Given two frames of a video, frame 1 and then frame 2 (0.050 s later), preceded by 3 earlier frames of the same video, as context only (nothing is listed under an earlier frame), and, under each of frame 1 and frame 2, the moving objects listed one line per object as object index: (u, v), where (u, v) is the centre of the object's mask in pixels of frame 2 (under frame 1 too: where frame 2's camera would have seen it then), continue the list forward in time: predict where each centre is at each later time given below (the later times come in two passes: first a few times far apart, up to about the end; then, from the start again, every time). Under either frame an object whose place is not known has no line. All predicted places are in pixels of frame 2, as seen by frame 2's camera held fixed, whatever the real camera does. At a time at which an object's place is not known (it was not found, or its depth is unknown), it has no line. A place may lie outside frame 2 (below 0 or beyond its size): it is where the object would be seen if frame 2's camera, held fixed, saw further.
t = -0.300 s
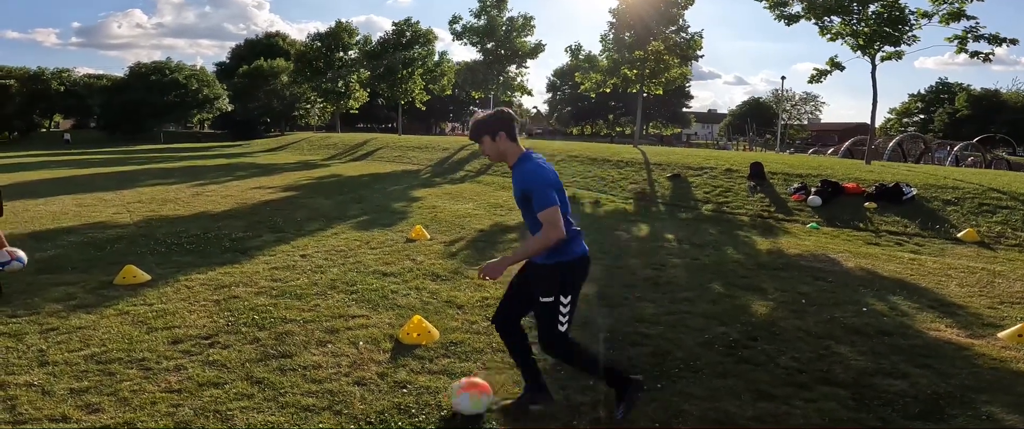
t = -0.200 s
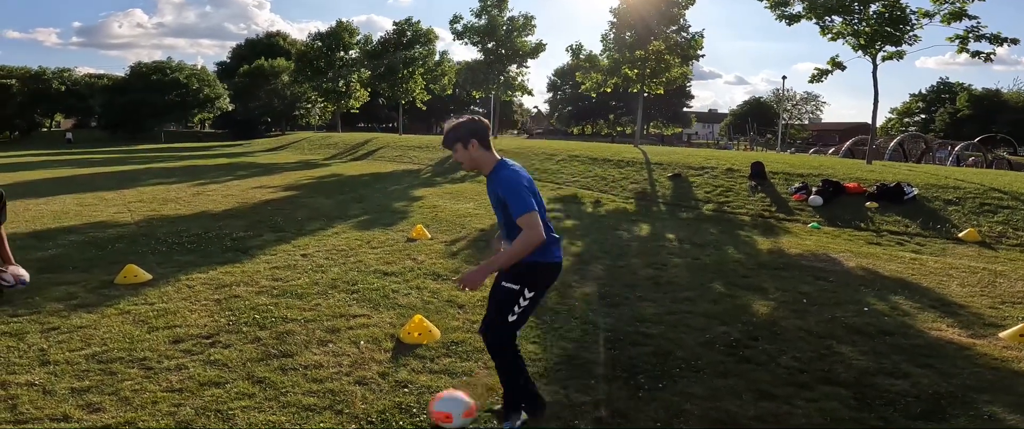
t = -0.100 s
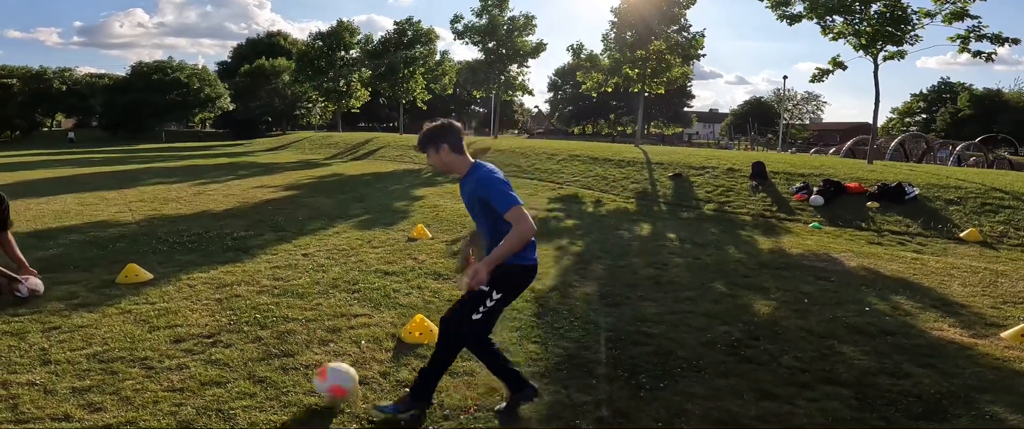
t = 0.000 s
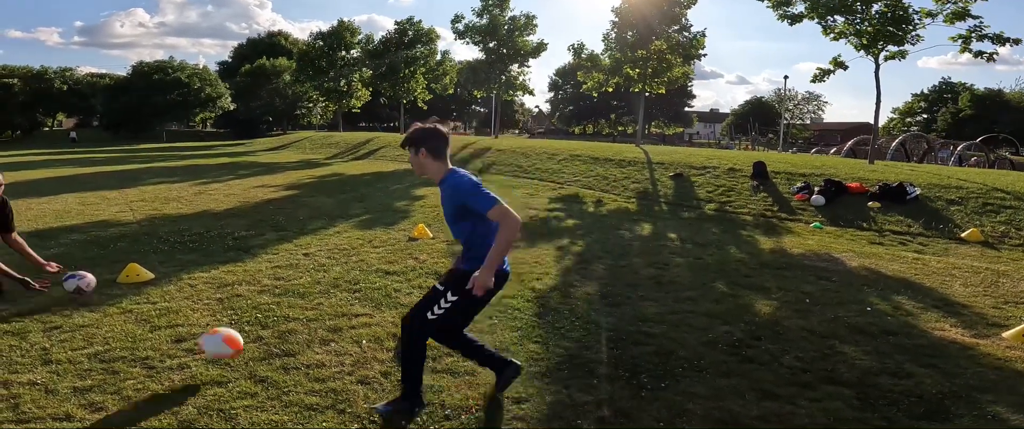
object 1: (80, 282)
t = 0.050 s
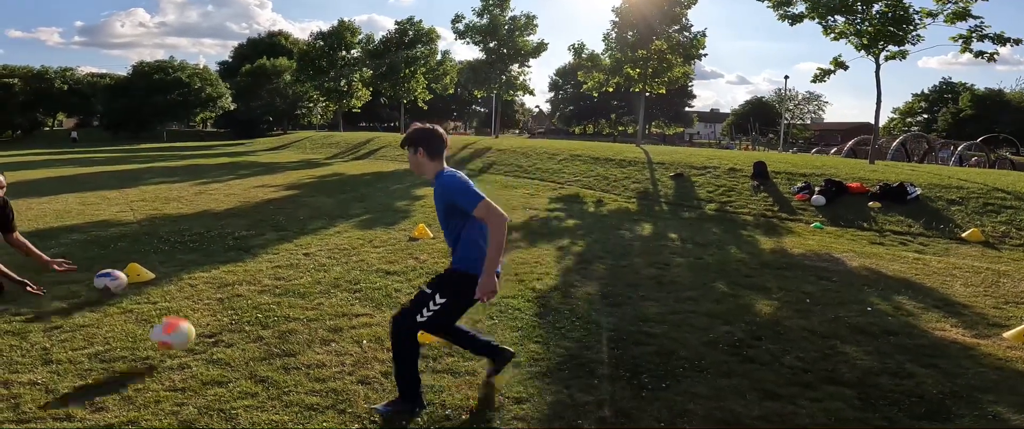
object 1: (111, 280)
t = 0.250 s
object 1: (214, 279)
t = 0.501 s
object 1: (294, 275)
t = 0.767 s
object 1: (366, 266)
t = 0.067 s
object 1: (121, 281)
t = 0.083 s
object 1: (131, 281)
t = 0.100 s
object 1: (142, 282)
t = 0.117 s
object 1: (153, 283)
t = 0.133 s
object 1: (162, 283)
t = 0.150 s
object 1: (170, 282)
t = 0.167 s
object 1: (179, 280)
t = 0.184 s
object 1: (187, 280)
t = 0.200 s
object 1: (193, 279)
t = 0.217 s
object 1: (199, 280)
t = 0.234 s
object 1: (206, 278)
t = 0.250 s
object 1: (214, 279)
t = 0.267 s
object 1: (221, 280)
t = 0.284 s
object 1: (226, 279)
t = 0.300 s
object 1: (231, 277)
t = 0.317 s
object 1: (237, 275)
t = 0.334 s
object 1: (242, 273)
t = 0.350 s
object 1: (248, 272)
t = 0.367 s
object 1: (252, 272)
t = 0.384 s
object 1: (258, 271)
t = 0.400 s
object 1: (262, 270)
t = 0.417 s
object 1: (267, 270)
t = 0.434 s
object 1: (273, 270)
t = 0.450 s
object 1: (278, 271)
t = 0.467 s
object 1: (283, 273)
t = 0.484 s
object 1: (289, 274)
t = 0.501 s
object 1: (294, 275)
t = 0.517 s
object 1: (300, 274)
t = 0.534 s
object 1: (304, 272)
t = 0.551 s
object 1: (307, 271)
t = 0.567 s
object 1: (315, 270)
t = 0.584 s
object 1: (319, 270)
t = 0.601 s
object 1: (322, 269)
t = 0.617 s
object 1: (327, 269)
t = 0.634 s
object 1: (332, 269)
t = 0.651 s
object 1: (337, 270)
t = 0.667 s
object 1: (342, 271)
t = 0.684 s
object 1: (346, 271)
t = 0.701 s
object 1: (350, 270)
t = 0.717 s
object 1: (354, 269)
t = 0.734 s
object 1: (357, 268)
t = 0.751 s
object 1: (359, 270)
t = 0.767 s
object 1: (366, 266)
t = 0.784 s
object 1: (371, 267)
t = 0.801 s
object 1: (375, 266)
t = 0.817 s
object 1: (379, 267)
